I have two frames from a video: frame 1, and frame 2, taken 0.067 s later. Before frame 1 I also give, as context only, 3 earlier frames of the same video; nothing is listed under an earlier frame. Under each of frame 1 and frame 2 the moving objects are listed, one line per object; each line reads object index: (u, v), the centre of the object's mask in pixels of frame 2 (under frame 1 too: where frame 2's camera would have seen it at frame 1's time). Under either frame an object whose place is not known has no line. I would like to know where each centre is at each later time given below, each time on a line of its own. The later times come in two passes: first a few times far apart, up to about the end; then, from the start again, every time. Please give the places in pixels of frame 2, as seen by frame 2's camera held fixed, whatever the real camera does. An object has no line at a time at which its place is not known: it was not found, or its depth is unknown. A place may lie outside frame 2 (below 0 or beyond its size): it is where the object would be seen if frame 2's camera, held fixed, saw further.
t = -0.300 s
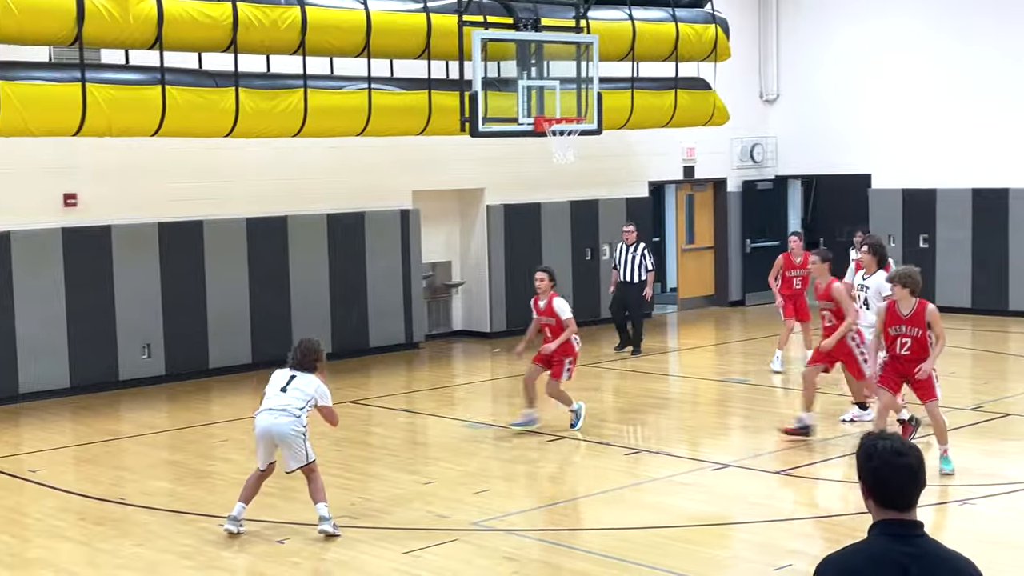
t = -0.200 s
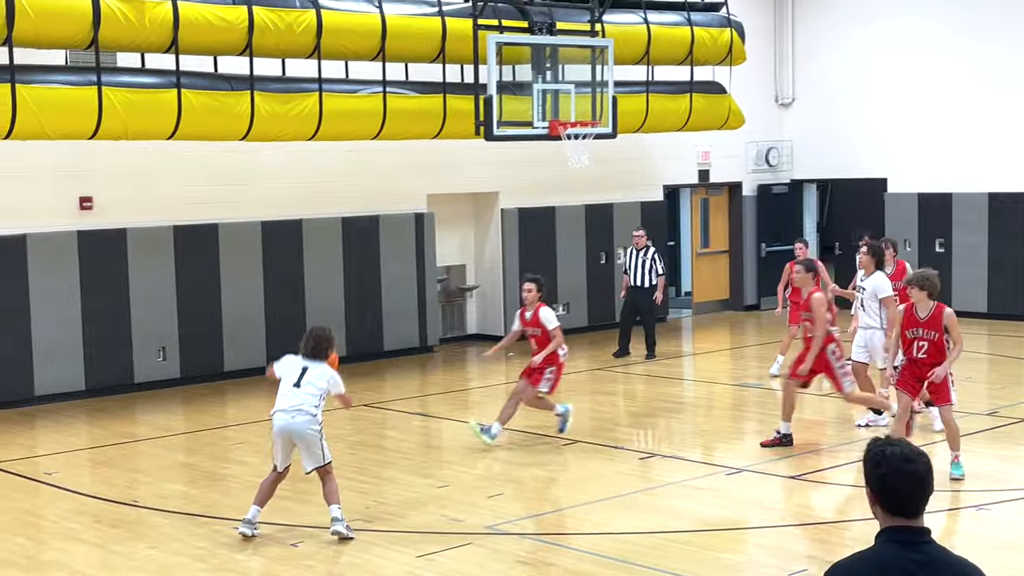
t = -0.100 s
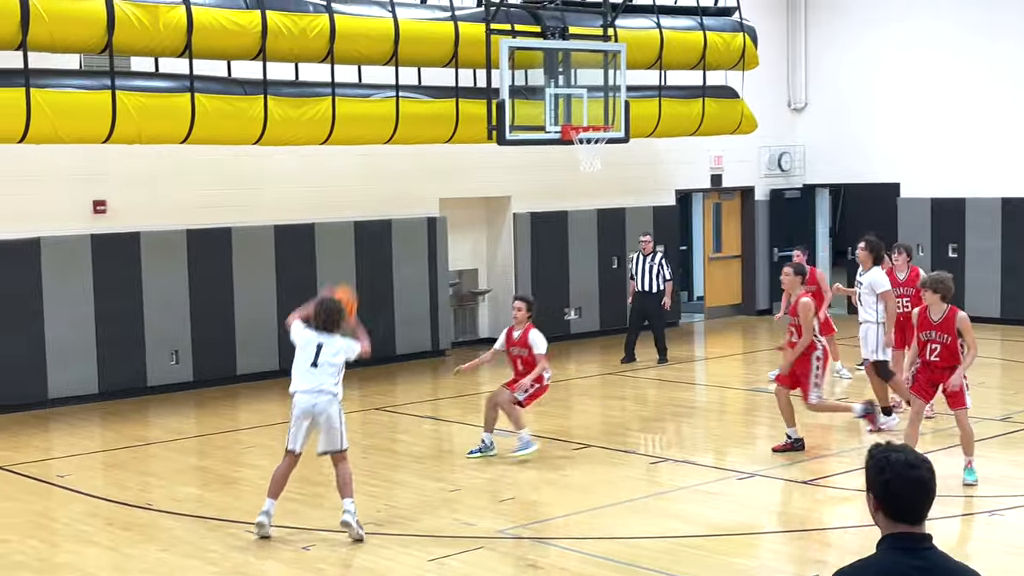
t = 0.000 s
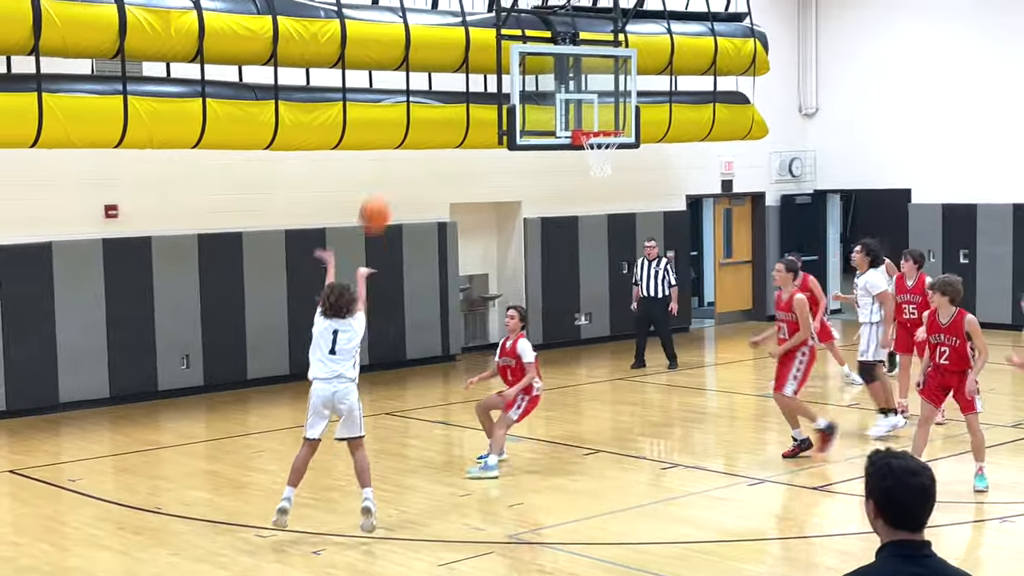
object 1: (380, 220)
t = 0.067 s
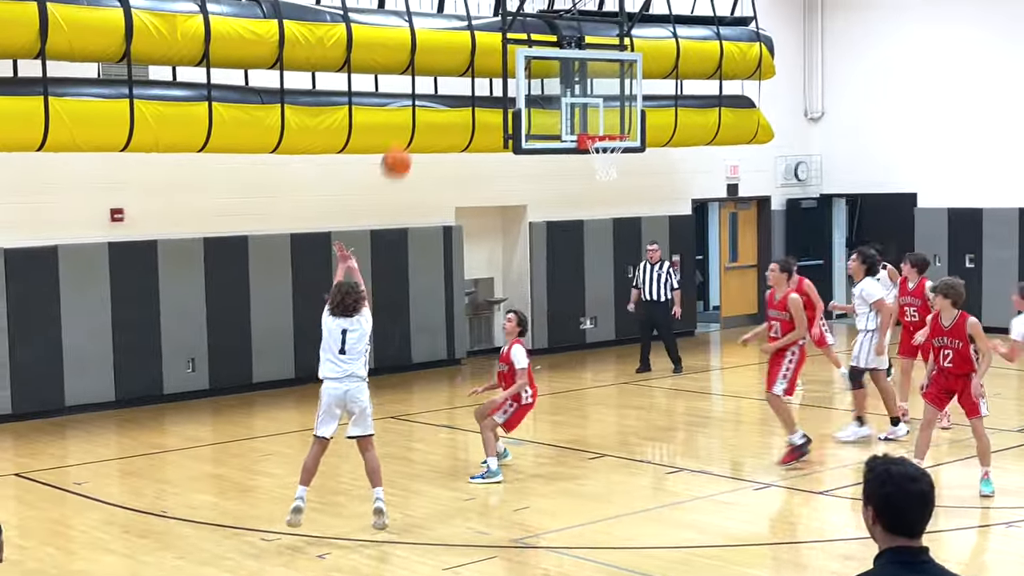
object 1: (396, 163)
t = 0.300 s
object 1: (451, 24)
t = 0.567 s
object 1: (506, -35)
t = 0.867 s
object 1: (561, -13)
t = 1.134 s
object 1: (602, 76)
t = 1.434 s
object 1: (554, 120)
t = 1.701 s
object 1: (458, 157)
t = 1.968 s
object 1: (359, 275)
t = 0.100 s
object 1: (404, 138)
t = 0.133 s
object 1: (412, 113)
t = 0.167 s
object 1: (421, 91)
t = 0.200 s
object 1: (428, 73)
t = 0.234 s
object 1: (436, 55)
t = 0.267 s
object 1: (443, 39)
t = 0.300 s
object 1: (451, 24)
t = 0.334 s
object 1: (458, 11)
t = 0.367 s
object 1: (466, 0)
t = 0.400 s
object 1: (473, -11)
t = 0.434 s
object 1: (480, -18)
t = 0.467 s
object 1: (487, -24)
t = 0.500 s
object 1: (493, -28)
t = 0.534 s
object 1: (500, -32)
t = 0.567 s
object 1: (506, -35)
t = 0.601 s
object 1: (512, -39)
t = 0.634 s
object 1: (519, -41)
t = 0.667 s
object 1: (527, -40)
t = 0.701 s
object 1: (532, -39)
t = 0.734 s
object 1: (538, -36)
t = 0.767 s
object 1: (544, -30)
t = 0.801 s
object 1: (549, -27)
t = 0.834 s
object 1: (556, -19)
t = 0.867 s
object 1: (561, -13)
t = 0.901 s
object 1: (567, -4)
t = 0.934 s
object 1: (572, 5)
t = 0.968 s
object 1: (577, 15)
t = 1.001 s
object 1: (582, 25)
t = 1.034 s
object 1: (587, 37)
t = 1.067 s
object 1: (592, 50)
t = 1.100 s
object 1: (597, 63)
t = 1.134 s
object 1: (602, 76)
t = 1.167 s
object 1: (606, 92)
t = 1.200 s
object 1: (611, 106)
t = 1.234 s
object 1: (615, 124)
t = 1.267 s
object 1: (613, 128)
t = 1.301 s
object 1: (601, 125)
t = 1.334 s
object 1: (590, 123)
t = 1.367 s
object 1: (578, 121)
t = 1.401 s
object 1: (566, 119)
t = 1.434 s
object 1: (554, 120)
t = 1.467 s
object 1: (542, 120)
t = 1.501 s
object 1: (531, 123)
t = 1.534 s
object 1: (519, 126)
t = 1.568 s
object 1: (508, 131)
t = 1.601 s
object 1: (495, 136)
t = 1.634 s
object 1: (482, 145)
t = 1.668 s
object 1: (470, 150)
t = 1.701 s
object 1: (458, 157)
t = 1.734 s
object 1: (446, 170)
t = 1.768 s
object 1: (433, 181)
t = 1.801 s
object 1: (421, 196)
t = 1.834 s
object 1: (408, 209)
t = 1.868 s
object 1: (396, 229)
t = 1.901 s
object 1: (384, 243)
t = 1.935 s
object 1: (371, 259)
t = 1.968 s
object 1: (359, 275)
